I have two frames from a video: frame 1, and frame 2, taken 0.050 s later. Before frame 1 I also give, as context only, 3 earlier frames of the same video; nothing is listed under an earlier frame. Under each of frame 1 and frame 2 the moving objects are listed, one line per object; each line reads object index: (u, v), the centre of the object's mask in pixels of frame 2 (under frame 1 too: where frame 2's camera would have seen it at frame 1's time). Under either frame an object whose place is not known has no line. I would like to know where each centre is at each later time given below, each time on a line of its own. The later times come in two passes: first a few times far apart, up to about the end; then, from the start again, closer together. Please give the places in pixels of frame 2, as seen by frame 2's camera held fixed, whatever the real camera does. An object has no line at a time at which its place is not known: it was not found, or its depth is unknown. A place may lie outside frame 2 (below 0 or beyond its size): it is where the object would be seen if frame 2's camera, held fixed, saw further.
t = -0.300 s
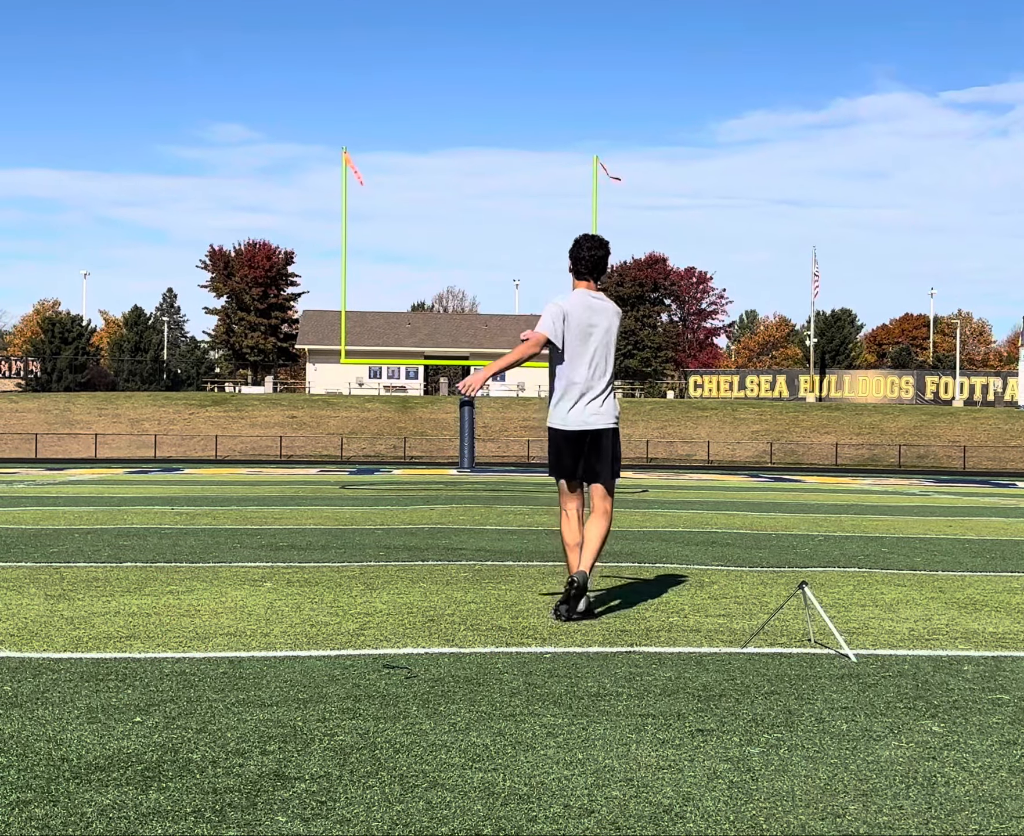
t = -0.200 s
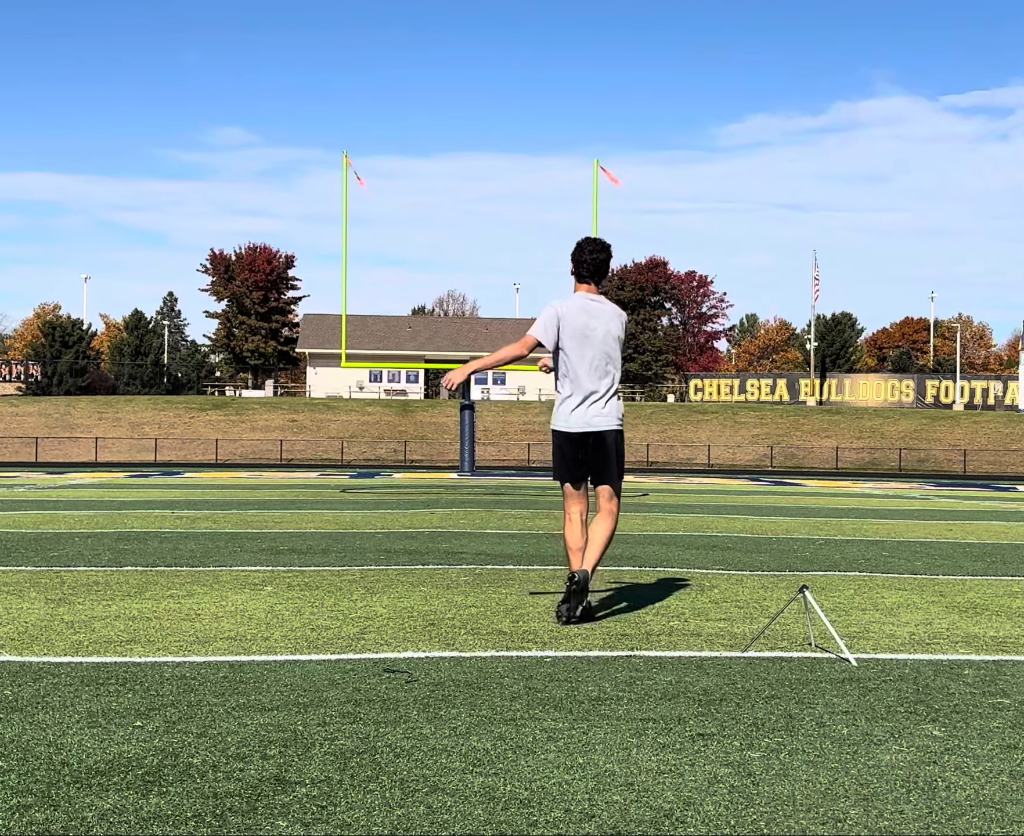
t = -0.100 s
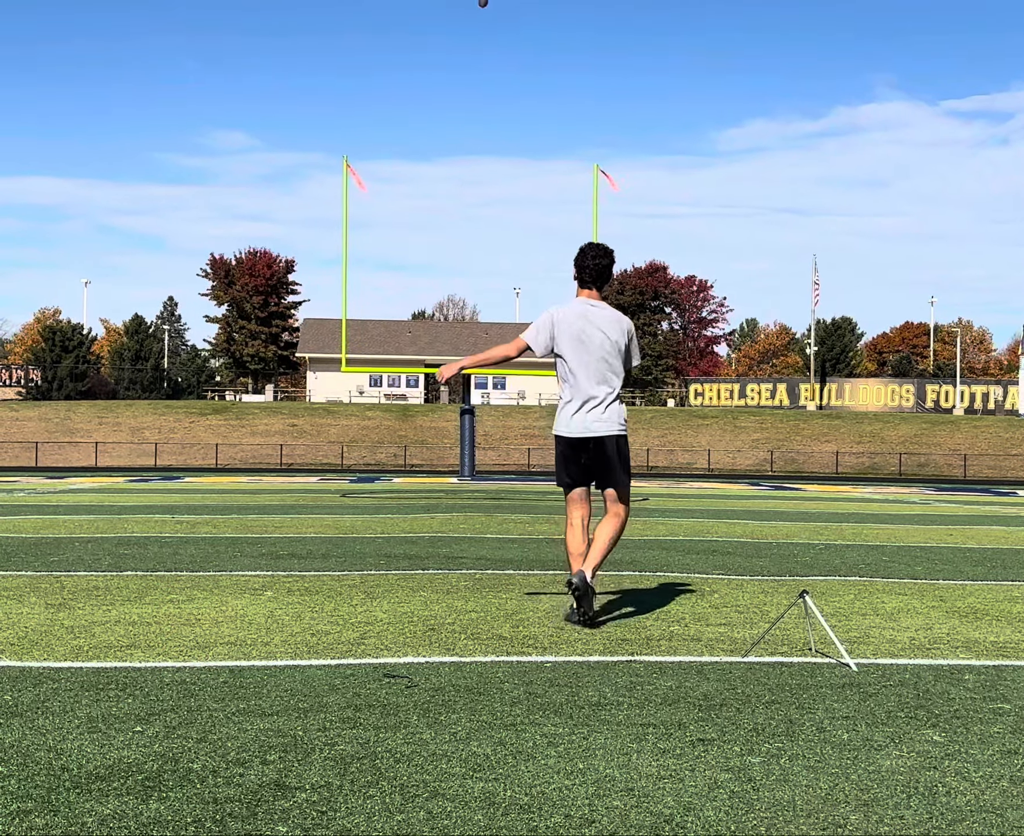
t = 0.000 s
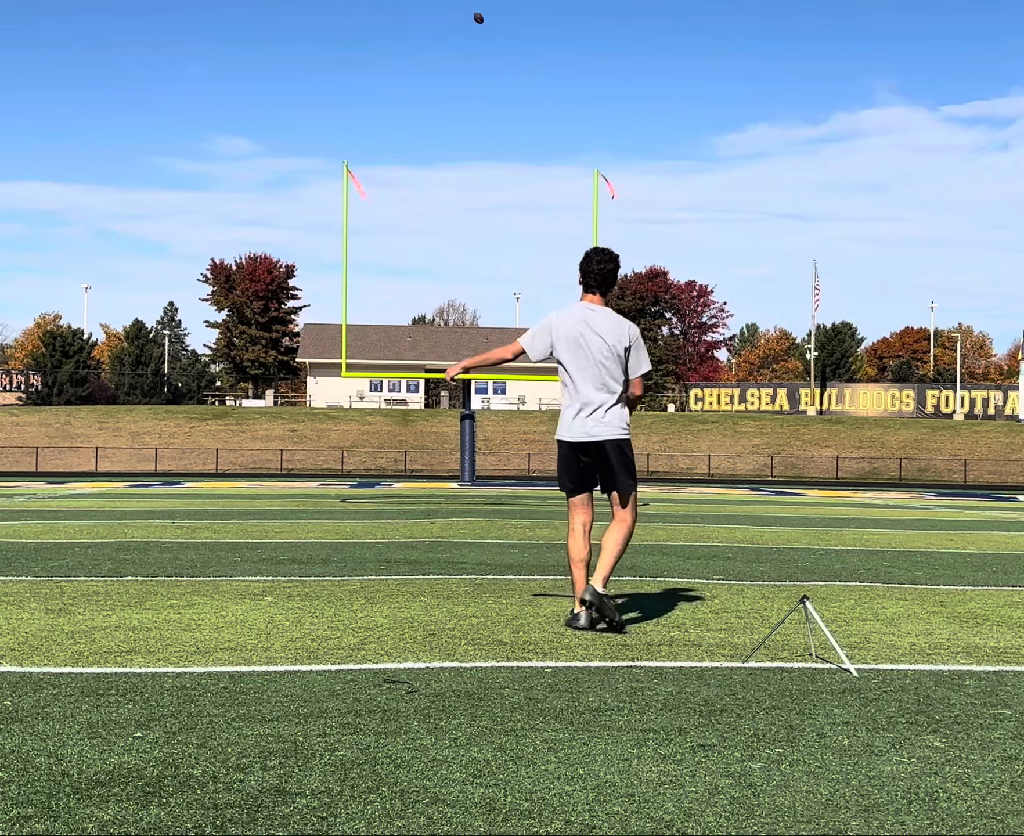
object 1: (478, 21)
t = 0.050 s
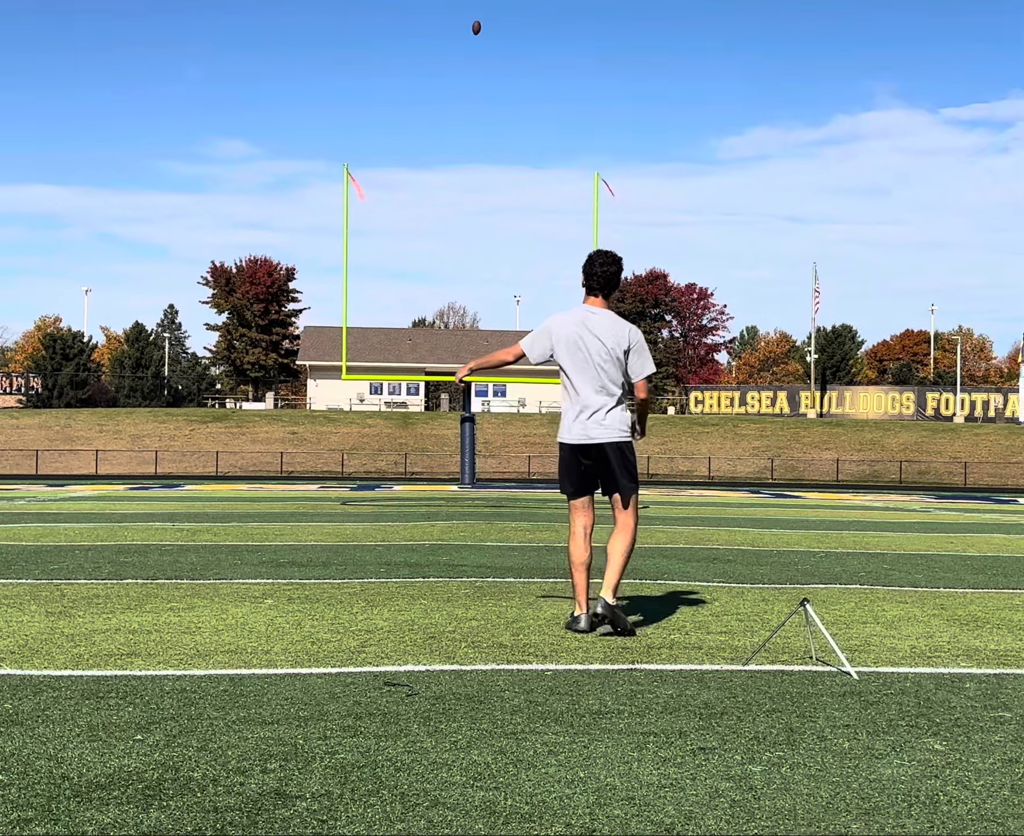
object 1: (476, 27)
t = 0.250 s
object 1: (469, 58)
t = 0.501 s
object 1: (463, 107)
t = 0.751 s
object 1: (460, 164)
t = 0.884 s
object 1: (459, 198)
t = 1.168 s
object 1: (462, 275)
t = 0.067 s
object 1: (476, 30)
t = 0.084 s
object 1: (475, 32)
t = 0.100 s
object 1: (474, 34)
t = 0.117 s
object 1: (474, 37)
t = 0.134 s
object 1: (473, 39)
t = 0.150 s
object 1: (472, 42)
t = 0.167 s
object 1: (471, 44)
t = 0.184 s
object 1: (471, 47)
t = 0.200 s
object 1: (471, 49)
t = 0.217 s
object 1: (470, 52)
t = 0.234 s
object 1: (469, 55)
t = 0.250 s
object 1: (469, 58)
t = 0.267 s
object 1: (468, 61)
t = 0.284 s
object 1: (468, 64)
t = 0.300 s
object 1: (467, 67)
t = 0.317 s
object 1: (467, 70)
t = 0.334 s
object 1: (466, 73)
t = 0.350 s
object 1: (466, 76)
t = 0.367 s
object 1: (466, 79)
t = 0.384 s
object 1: (465, 82)
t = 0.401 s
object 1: (465, 86)
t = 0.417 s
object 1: (464, 89)
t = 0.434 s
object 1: (464, 93)
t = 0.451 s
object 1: (464, 96)
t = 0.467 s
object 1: (464, 100)
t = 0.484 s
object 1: (463, 103)
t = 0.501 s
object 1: (463, 107)
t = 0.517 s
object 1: (463, 110)
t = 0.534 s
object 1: (462, 114)
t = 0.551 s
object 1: (462, 117)
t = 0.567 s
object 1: (462, 121)
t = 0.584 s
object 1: (462, 125)
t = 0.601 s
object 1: (462, 128)
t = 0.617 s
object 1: (461, 132)
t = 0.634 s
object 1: (461, 137)
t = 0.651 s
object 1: (461, 141)
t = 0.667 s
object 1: (461, 144)
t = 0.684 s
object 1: (460, 148)
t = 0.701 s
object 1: (460, 152)
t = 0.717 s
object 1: (460, 156)
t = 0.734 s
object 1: (460, 160)
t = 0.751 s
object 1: (460, 164)
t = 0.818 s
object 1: (459, 181)
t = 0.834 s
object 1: (459, 185)
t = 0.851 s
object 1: (459, 189)
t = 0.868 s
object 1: (459, 193)
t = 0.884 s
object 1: (459, 198)
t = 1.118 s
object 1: (461, 261)
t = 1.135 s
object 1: (461, 266)
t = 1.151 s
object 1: (461, 270)
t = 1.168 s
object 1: (462, 275)
